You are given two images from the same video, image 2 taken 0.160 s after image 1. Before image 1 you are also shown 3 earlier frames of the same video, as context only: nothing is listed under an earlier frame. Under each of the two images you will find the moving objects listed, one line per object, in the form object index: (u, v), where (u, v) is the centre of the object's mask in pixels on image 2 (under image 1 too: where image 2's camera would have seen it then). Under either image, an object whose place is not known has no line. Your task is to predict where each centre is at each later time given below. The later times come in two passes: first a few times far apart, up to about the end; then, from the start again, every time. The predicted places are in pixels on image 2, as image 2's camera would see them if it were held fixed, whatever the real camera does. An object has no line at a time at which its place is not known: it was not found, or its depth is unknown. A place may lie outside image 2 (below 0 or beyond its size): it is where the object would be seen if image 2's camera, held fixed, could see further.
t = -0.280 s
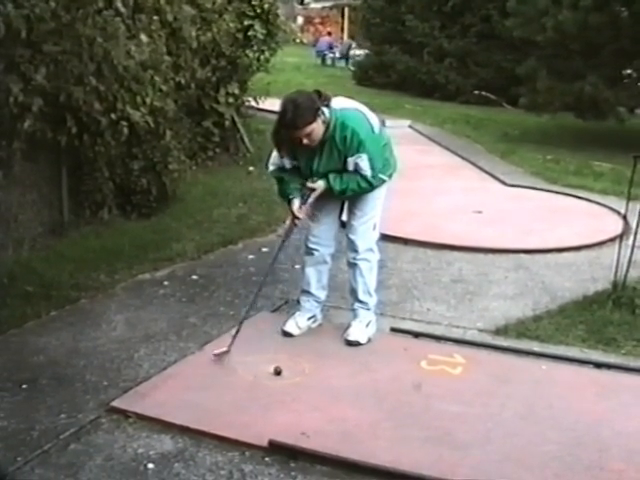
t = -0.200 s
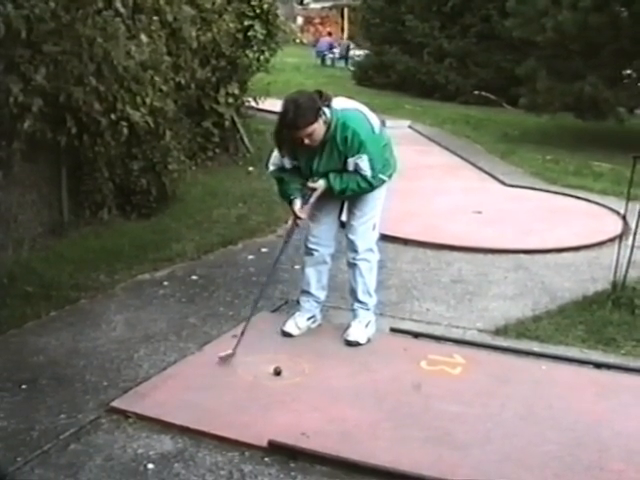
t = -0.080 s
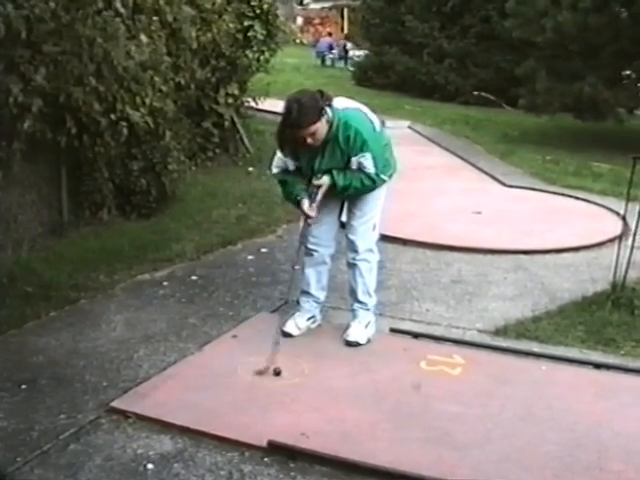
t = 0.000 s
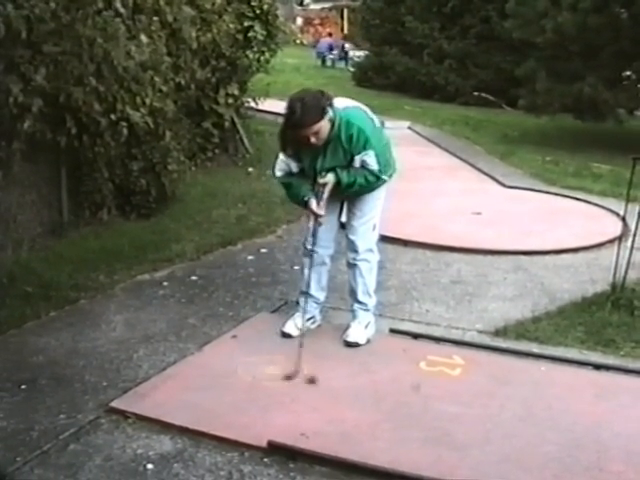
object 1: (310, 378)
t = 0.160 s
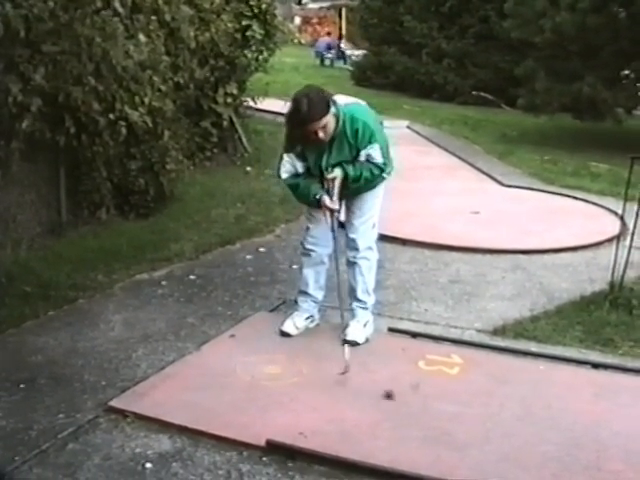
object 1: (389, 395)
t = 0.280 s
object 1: (445, 406)
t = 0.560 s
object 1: (583, 431)
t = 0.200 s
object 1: (407, 399)
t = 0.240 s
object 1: (426, 402)
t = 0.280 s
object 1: (445, 406)
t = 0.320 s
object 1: (464, 410)
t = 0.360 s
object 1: (484, 413)
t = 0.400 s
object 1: (503, 417)
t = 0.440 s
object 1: (523, 420)
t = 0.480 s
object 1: (543, 424)
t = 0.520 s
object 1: (564, 427)
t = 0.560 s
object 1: (583, 431)
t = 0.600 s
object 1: (603, 435)
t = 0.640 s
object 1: (624, 438)
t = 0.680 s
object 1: (645, 442)
